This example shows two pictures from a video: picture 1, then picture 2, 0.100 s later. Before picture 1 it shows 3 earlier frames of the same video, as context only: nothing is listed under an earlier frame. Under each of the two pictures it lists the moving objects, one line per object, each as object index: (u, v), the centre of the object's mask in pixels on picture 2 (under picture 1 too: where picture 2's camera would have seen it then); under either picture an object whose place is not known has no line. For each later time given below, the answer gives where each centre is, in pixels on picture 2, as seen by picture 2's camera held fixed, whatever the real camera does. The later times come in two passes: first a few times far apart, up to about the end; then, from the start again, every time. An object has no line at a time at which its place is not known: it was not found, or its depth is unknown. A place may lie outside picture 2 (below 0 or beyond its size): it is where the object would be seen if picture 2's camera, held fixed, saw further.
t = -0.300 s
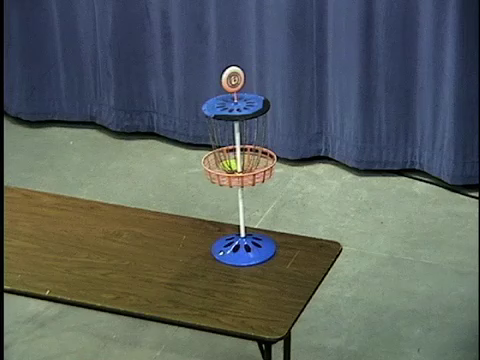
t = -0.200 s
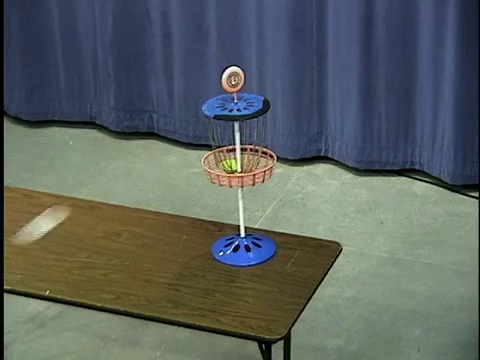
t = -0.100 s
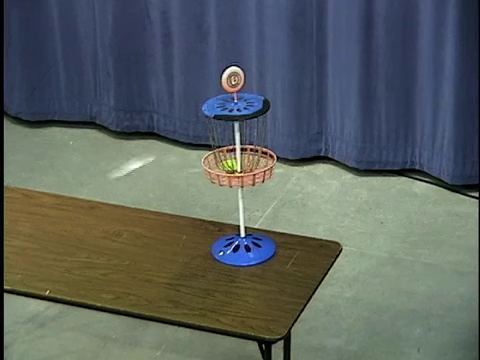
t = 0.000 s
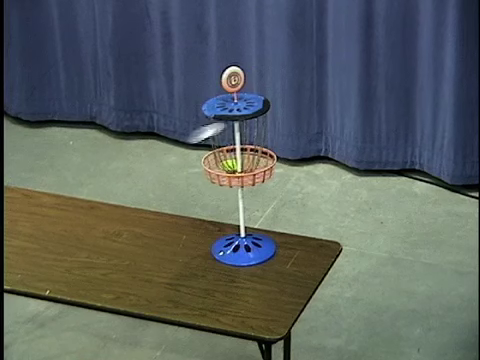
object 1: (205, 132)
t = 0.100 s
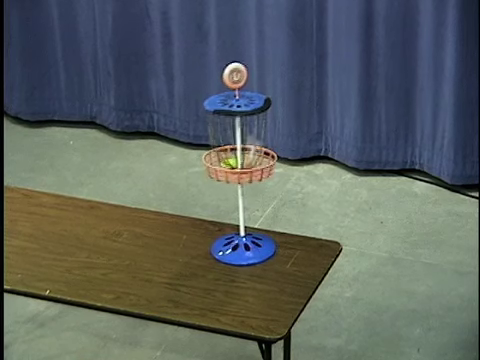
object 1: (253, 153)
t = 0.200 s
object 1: (258, 156)
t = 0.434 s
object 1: (255, 162)
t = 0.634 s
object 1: (254, 165)
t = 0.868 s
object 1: (257, 165)
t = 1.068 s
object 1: (255, 165)
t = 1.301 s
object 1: (254, 165)
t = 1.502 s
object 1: (254, 165)
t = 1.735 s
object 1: (254, 165)
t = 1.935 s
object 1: (254, 165)
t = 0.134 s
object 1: (258, 156)
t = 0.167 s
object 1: (257, 156)
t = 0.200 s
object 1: (258, 156)
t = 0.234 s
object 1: (259, 157)
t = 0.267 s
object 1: (259, 159)
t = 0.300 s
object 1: (258, 159)
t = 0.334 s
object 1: (256, 160)
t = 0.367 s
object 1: (254, 161)
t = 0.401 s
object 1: (254, 161)
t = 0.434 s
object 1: (255, 162)
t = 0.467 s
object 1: (255, 162)
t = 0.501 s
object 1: (256, 162)
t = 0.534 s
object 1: (255, 163)
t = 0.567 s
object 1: (254, 164)
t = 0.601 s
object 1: (253, 165)
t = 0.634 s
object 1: (254, 165)
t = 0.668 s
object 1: (253, 165)
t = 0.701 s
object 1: (253, 165)
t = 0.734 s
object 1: (254, 164)
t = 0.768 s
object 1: (254, 165)
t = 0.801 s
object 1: (256, 165)
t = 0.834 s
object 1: (257, 165)
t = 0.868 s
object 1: (257, 165)
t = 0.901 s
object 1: (256, 165)
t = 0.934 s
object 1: (257, 165)
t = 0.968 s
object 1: (257, 165)
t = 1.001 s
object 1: (255, 165)
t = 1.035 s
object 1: (255, 164)
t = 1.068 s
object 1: (255, 165)
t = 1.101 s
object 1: (255, 165)
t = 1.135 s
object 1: (257, 165)
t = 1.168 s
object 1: (257, 165)
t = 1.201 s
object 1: (254, 165)
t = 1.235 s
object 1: (254, 165)
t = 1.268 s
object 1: (253, 165)
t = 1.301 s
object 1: (254, 165)
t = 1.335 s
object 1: (254, 165)
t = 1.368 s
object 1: (254, 164)
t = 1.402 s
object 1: (253, 165)
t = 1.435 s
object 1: (254, 165)
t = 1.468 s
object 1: (254, 165)
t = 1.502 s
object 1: (254, 165)
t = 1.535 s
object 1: (254, 164)
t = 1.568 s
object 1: (254, 165)
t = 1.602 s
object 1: (253, 164)
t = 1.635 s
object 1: (254, 165)
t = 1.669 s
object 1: (255, 165)
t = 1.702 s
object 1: (253, 165)
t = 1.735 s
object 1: (254, 165)
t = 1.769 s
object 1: (254, 165)
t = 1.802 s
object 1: (254, 165)
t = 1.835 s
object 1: (254, 165)
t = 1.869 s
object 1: (254, 165)
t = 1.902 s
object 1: (254, 165)
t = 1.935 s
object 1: (254, 165)
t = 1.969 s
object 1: (254, 165)
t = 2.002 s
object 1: (255, 165)
